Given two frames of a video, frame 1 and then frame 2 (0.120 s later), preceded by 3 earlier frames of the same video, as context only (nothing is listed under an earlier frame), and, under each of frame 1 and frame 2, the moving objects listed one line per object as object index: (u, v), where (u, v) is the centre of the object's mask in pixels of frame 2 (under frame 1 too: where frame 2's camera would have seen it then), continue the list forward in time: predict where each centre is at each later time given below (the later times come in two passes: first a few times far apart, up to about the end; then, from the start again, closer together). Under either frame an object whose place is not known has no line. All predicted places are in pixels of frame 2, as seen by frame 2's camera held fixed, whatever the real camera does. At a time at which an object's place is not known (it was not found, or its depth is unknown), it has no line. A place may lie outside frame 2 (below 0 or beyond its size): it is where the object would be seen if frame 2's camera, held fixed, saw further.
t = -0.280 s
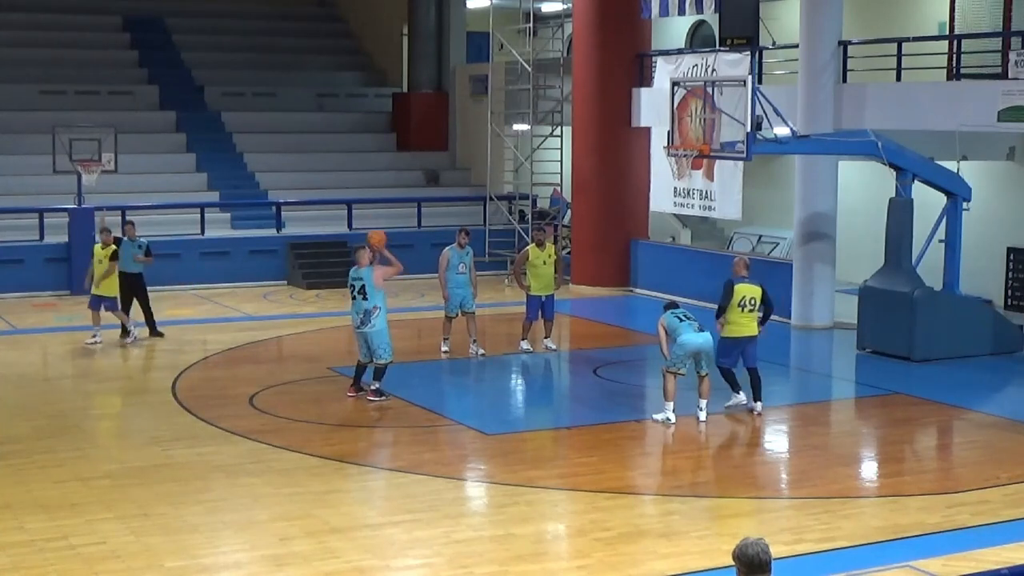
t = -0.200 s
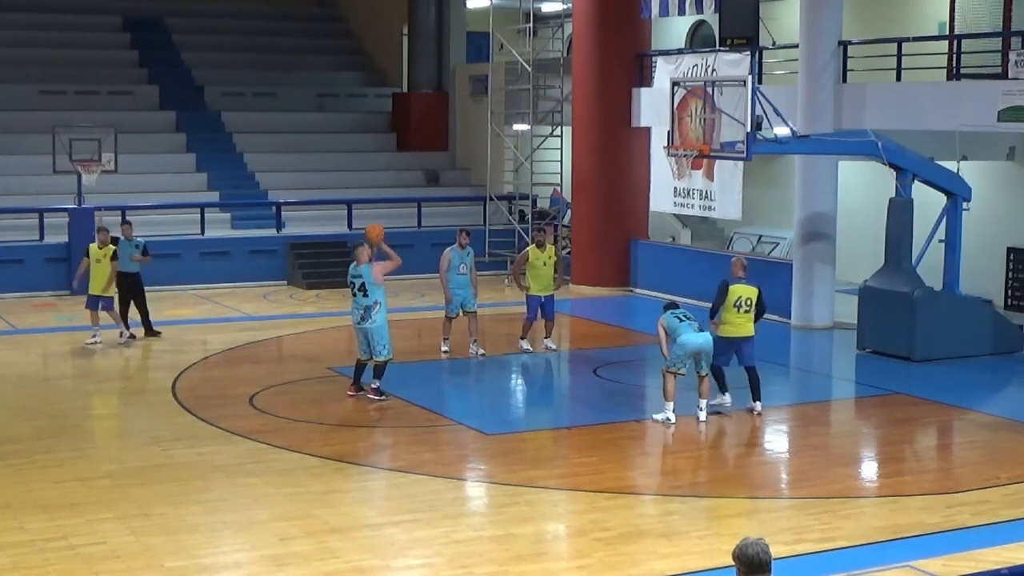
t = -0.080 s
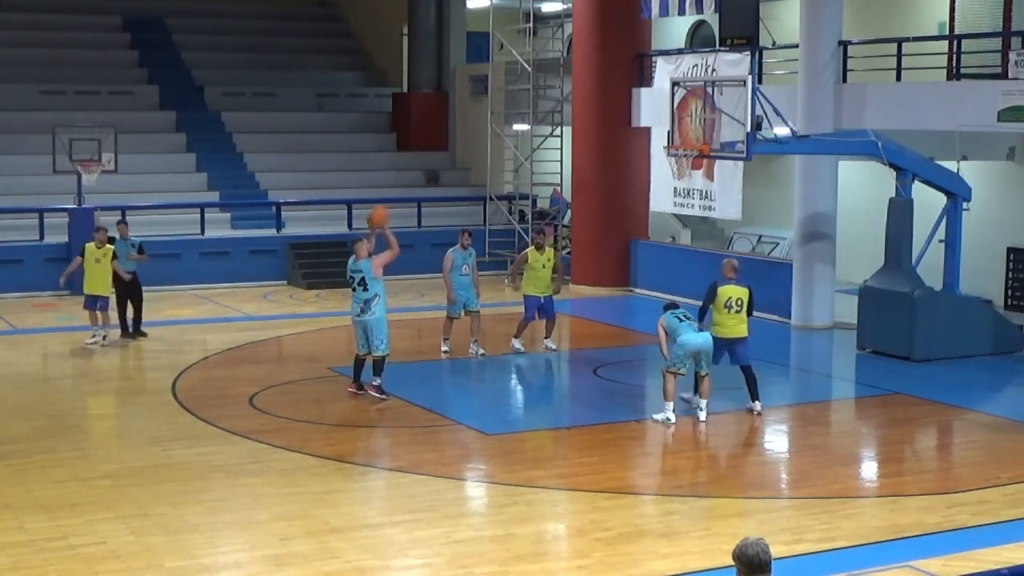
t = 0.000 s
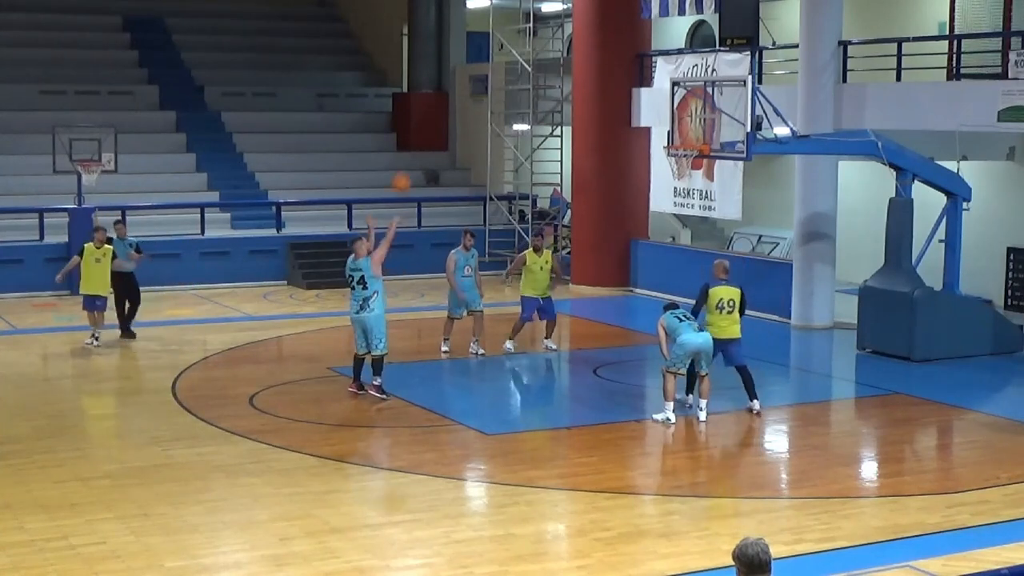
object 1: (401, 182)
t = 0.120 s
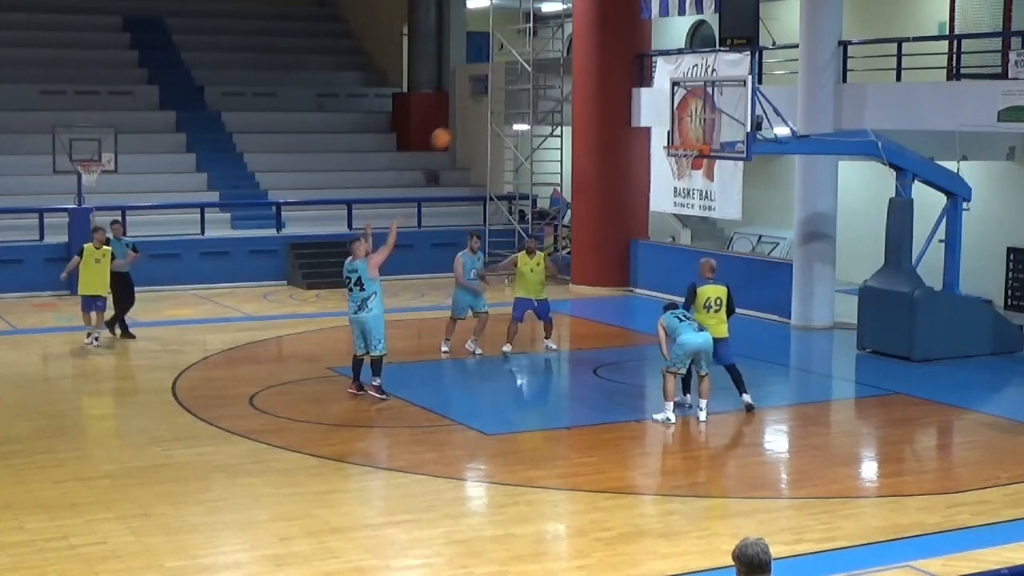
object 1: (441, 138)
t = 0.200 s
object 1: (468, 114)
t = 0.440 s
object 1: (542, 78)
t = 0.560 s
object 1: (579, 76)
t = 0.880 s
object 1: (669, 121)
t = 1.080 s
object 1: (666, 158)
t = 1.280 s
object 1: (665, 162)
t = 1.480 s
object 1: (684, 177)
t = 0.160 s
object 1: (454, 126)
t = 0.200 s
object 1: (468, 114)
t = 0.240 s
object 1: (479, 105)
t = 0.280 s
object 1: (494, 97)
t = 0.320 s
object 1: (506, 91)
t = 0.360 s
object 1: (517, 84)
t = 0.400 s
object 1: (530, 81)
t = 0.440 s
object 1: (542, 78)
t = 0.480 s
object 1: (554, 75)
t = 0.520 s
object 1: (565, 75)
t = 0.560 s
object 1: (579, 76)
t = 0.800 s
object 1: (647, 103)
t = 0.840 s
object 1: (658, 111)
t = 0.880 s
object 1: (669, 121)
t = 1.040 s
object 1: (672, 159)
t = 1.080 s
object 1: (666, 158)
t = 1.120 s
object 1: (664, 157)
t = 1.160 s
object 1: (665, 157)
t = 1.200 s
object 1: (664, 157)
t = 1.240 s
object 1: (664, 160)
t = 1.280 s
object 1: (665, 162)
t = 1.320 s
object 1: (667, 166)
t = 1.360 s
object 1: (671, 168)
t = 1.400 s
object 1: (675, 171)
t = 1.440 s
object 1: (679, 174)
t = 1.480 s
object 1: (684, 177)
